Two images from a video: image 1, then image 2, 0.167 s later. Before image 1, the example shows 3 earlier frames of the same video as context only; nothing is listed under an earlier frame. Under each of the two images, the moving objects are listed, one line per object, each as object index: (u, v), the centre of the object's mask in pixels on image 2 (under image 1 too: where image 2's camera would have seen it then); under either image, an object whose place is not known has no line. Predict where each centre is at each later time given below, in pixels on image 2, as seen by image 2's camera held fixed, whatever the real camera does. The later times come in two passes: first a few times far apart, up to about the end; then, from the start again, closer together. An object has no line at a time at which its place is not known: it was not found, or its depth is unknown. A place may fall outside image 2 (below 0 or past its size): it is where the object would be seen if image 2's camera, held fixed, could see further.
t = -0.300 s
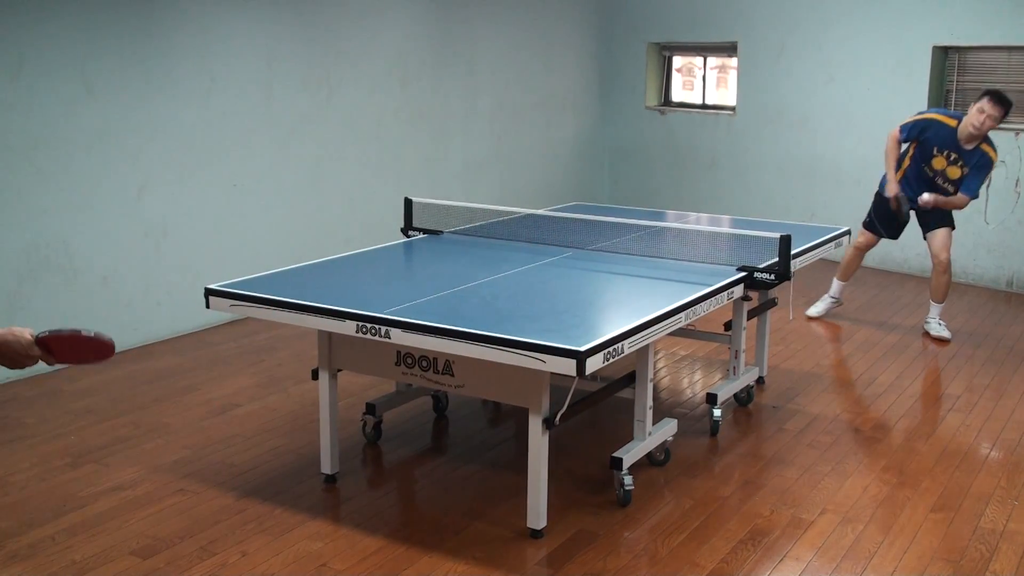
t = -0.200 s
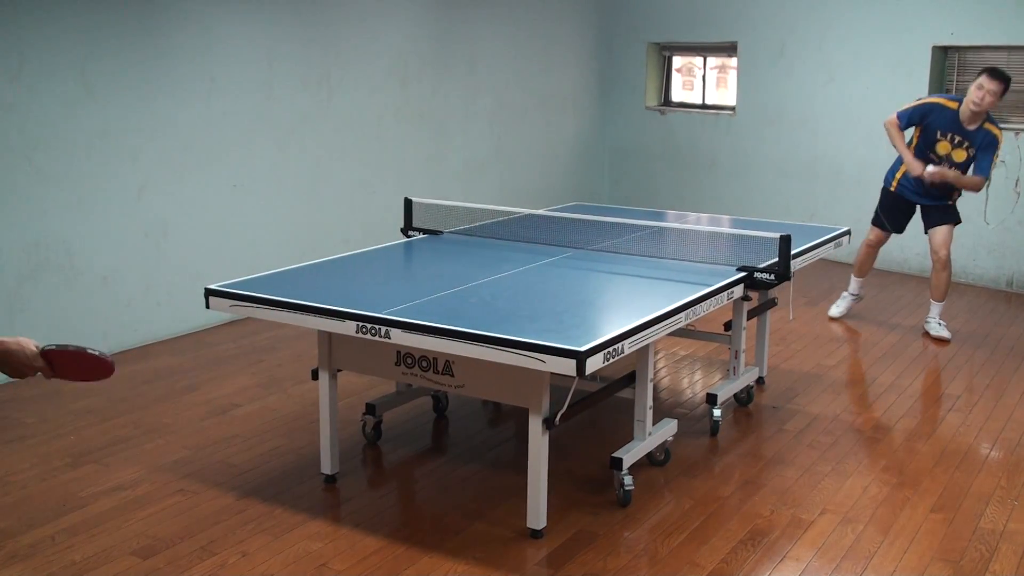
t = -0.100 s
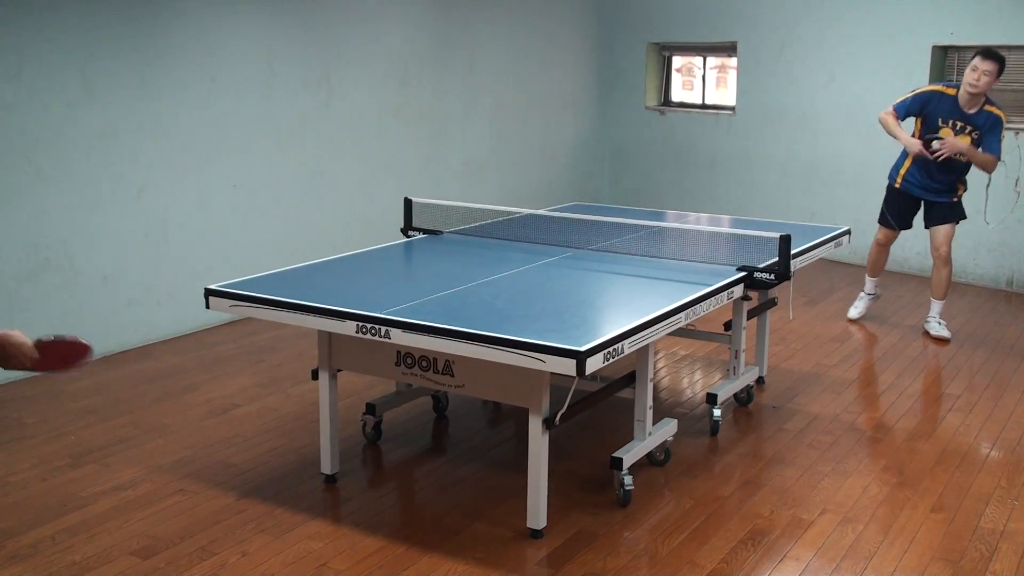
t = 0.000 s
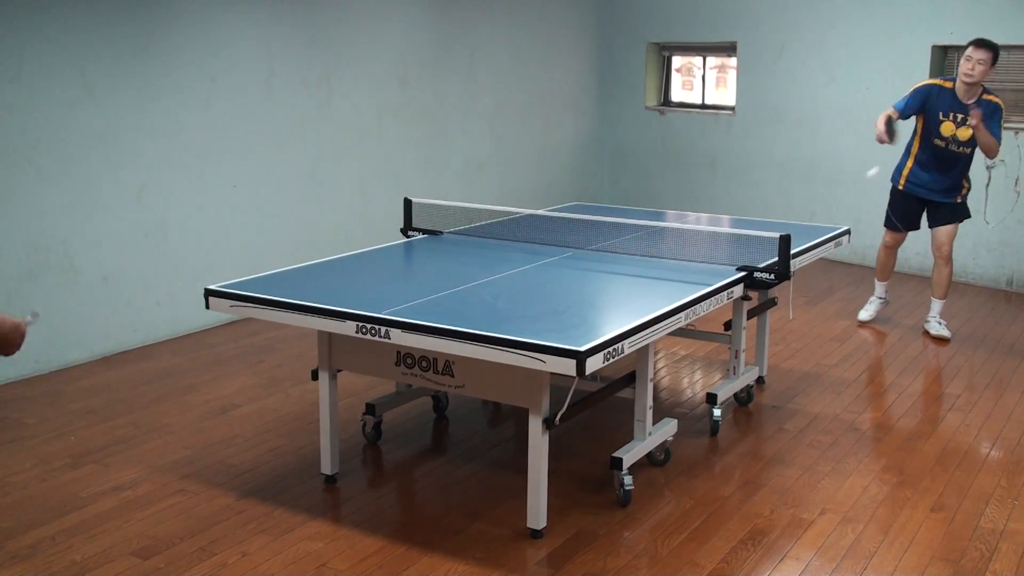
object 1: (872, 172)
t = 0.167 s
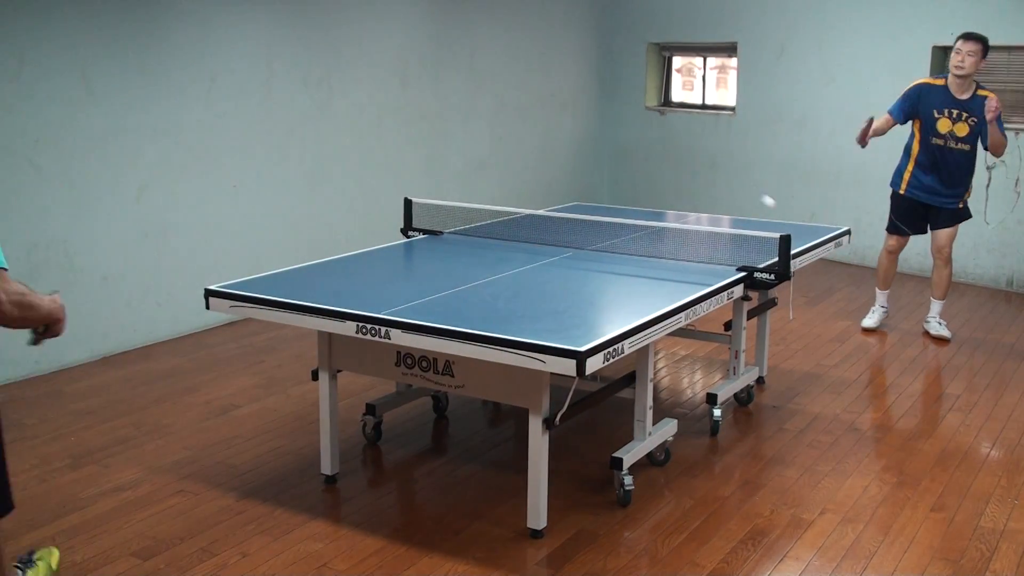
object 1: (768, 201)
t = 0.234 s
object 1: (732, 182)
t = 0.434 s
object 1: (616, 191)
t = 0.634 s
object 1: (492, 251)
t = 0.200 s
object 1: (750, 190)
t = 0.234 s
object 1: (732, 182)
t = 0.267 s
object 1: (714, 176)
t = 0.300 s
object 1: (695, 174)
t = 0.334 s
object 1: (676, 173)
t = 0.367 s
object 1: (656, 177)
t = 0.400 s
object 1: (636, 183)
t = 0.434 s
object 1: (616, 191)
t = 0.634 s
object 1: (492, 251)
